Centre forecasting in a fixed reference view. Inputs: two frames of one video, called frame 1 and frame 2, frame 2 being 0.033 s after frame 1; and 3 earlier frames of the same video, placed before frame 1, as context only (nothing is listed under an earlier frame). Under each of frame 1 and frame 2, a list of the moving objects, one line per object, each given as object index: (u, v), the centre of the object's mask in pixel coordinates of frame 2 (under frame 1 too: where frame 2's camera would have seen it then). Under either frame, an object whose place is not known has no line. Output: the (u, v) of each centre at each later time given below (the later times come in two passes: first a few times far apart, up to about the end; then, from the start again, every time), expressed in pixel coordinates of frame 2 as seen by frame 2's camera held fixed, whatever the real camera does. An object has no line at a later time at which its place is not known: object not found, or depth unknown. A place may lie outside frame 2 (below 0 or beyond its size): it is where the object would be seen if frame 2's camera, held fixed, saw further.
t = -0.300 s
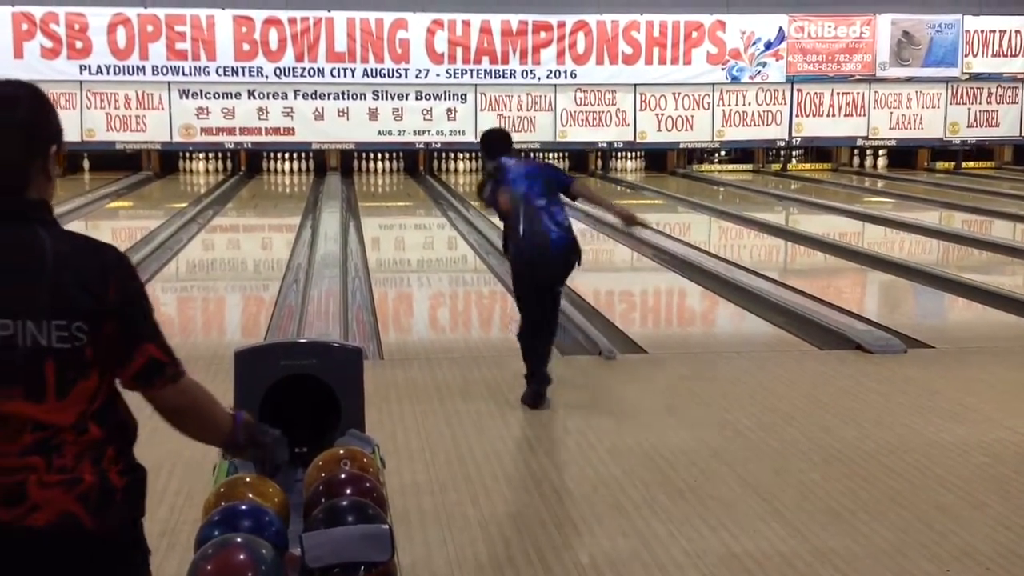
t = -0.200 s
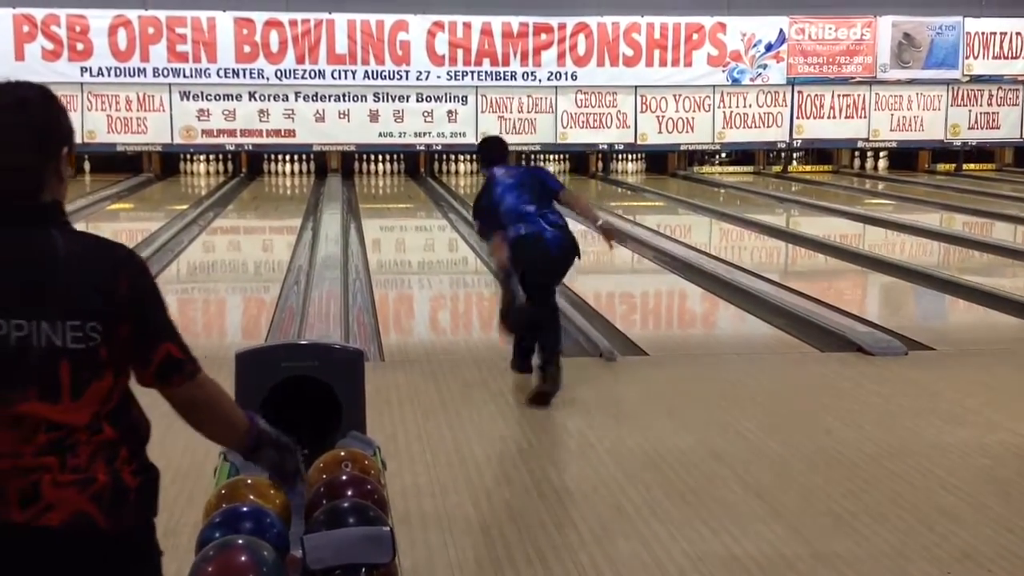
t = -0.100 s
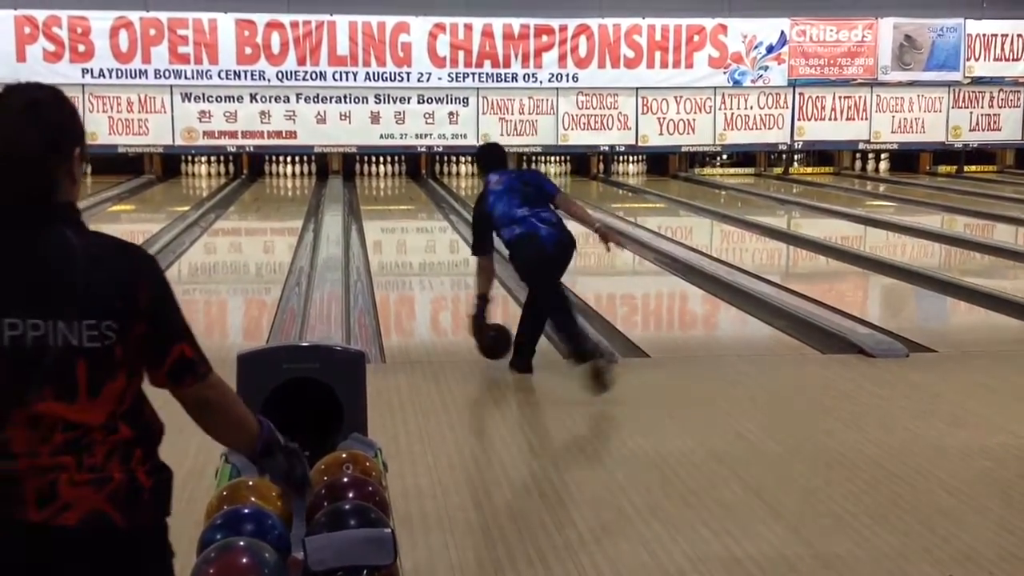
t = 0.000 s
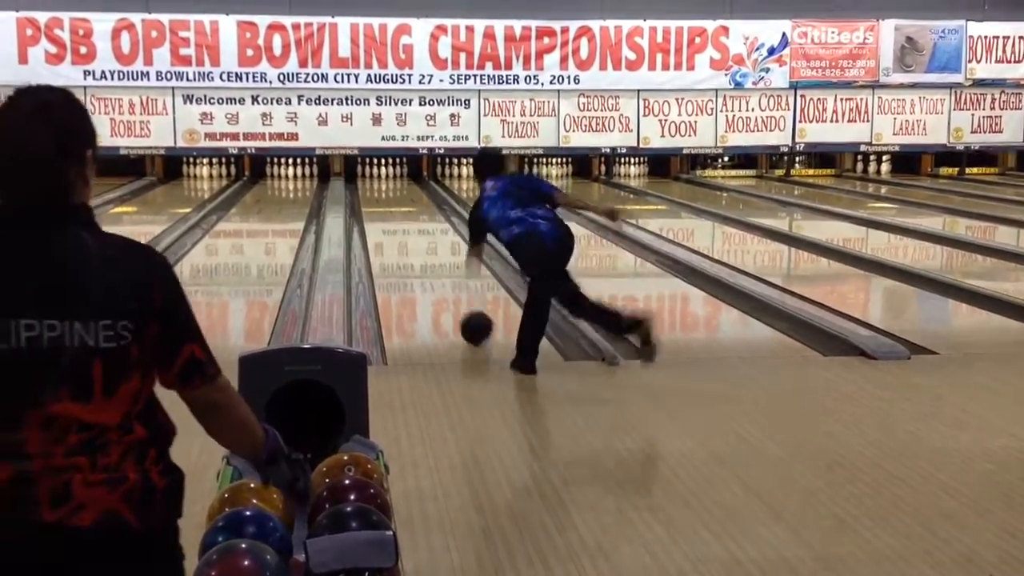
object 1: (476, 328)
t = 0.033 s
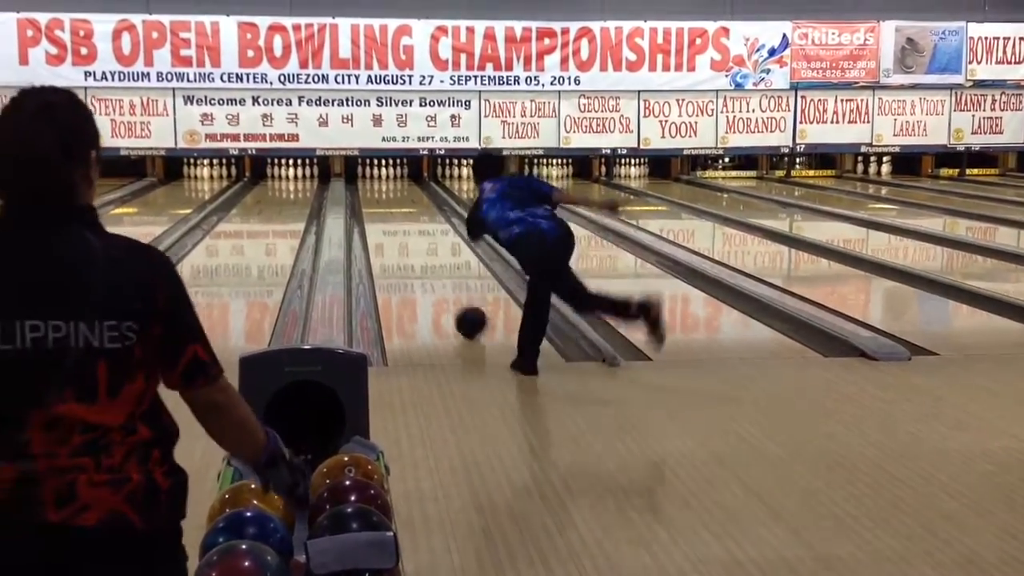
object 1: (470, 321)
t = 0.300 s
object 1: (435, 279)
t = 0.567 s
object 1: (413, 250)
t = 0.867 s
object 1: (396, 228)
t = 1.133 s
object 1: (385, 214)
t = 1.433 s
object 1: (378, 200)
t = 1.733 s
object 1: (376, 190)
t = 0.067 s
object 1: (465, 315)
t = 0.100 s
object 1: (460, 309)
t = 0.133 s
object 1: (456, 303)
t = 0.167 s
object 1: (451, 298)
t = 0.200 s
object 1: (447, 293)
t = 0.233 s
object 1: (443, 288)
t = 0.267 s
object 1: (439, 284)
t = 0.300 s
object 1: (435, 279)
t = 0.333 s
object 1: (432, 275)
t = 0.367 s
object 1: (429, 271)
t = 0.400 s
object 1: (426, 267)
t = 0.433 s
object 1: (423, 264)
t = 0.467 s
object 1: (420, 260)
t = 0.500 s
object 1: (418, 257)
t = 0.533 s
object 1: (415, 254)
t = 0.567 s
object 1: (413, 250)
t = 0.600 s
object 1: (410, 248)
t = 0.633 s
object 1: (408, 245)
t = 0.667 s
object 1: (406, 242)
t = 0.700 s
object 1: (405, 239)
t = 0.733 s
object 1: (403, 237)
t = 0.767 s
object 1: (401, 235)
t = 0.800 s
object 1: (399, 232)
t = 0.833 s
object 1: (397, 230)
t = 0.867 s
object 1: (396, 228)
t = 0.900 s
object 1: (394, 226)
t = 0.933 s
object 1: (393, 224)
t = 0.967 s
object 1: (391, 223)
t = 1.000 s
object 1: (390, 220)
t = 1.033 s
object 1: (389, 219)
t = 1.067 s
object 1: (388, 217)
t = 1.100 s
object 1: (387, 215)
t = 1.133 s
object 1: (385, 214)
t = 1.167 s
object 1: (384, 212)
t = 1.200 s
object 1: (383, 210)
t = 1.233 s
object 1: (383, 209)
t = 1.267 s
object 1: (382, 207)
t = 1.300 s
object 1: (382, 206)
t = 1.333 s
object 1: (381, 204)
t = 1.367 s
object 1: (380, 203)
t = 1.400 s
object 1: (379, 202)
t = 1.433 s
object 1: (378, 200)
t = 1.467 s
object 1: (378, 199)
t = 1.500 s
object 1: (378, 197)
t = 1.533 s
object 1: (377, 197)
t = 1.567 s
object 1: (377, 195)
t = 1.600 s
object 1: (376, 195)
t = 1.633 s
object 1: (376, 193)
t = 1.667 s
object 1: (376, 193)
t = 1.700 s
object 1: (375, 191)
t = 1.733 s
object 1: (376, 190)
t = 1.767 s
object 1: (375, 189)
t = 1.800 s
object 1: (375, 188)
